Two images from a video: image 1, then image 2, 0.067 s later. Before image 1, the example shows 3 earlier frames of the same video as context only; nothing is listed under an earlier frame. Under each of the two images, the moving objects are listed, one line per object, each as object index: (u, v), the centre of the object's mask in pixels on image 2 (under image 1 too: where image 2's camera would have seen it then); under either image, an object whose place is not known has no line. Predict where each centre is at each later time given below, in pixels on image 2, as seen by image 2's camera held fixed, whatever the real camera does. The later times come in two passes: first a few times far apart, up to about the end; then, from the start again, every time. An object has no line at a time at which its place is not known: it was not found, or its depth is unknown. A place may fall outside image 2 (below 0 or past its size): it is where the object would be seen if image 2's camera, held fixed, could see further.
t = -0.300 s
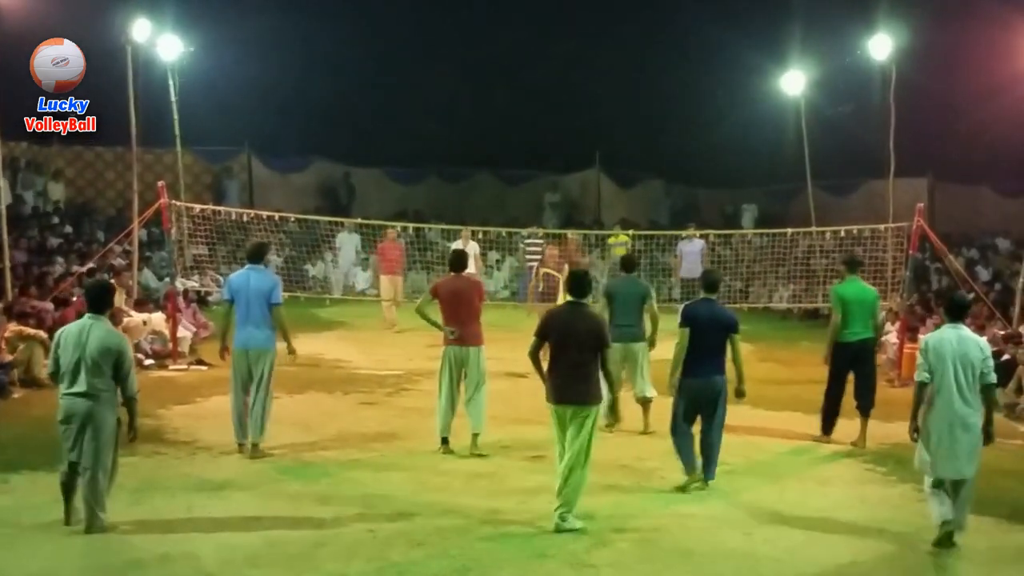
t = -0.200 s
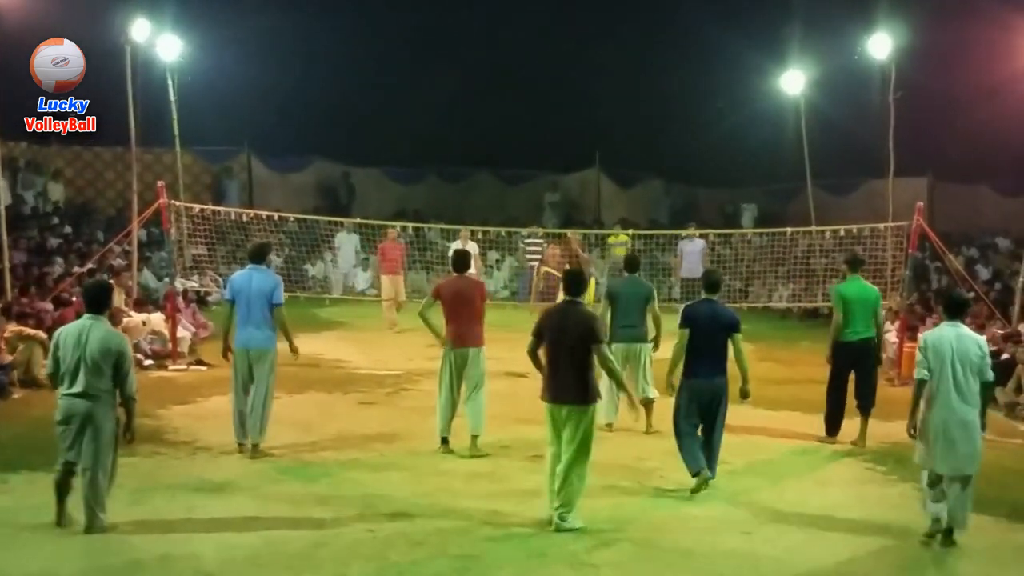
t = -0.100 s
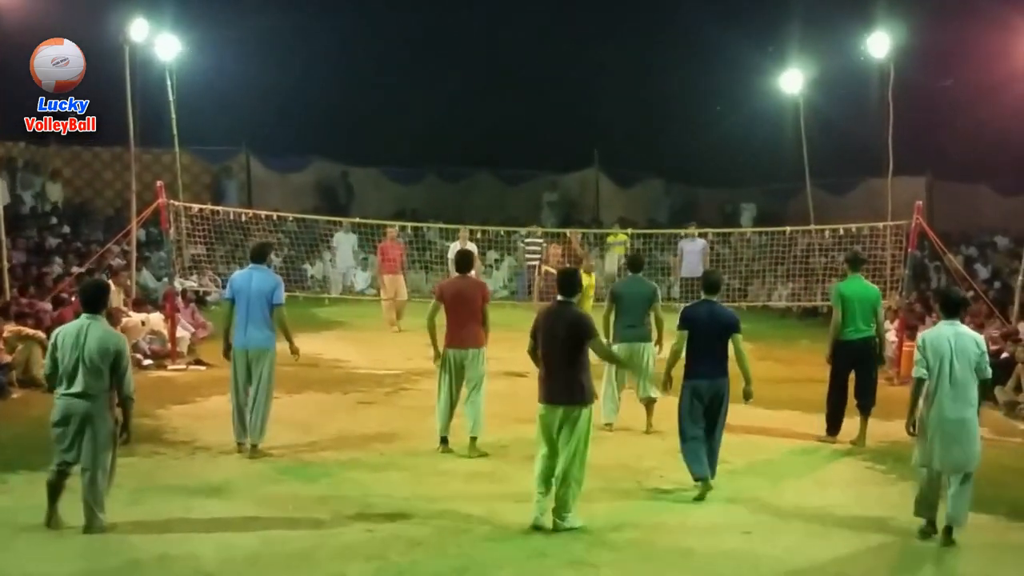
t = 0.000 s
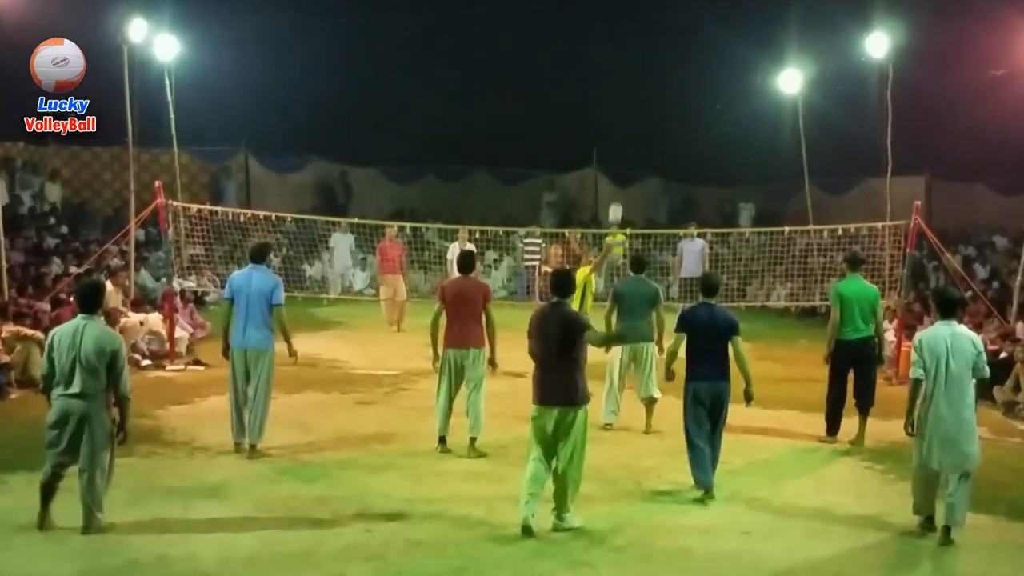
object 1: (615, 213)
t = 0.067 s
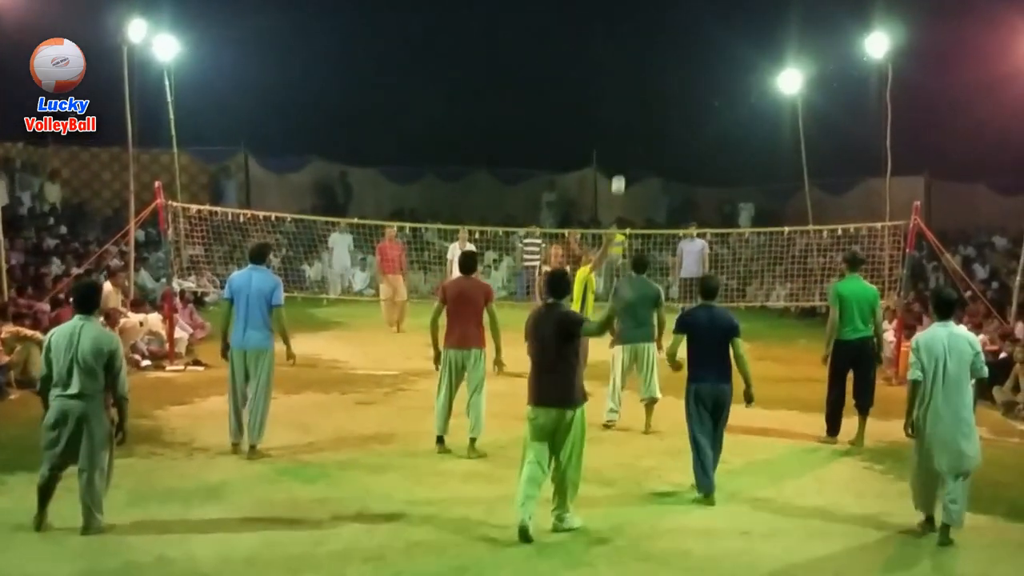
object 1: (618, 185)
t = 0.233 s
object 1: (625, 128)
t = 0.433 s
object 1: (633, 93)
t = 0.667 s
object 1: (642, 97)
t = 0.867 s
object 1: (648, 142)
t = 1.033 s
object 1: (653, 209)
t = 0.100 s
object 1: (619, 172)
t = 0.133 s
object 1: (621, 160)
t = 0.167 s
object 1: (622, 149)
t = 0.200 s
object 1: (624, 138)
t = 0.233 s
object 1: (625, 128)
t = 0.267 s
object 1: (627, 120)
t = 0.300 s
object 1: (628, 113)
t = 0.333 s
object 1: (629, 107)
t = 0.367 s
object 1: (631, 101)
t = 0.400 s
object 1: (632, 97)
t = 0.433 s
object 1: (633, 93)
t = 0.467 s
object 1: (635, 90)
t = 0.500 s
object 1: (636, 89)
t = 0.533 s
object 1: (637, 89)
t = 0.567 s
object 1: (638, 89)
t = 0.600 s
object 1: (640, 91)
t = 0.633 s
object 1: (641, 94)
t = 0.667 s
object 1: (642, 97)
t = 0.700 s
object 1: (643, 102)
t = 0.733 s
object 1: (644, 108)
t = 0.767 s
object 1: (645, 115)
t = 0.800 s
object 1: (647, 123)
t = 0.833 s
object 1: (647, 132)
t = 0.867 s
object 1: (648, 142)
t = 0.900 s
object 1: (649, 153)
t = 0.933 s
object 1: (650, 166)
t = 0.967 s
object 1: (651, 179)
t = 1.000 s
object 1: (652, 193)
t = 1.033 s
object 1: (653, 209)
